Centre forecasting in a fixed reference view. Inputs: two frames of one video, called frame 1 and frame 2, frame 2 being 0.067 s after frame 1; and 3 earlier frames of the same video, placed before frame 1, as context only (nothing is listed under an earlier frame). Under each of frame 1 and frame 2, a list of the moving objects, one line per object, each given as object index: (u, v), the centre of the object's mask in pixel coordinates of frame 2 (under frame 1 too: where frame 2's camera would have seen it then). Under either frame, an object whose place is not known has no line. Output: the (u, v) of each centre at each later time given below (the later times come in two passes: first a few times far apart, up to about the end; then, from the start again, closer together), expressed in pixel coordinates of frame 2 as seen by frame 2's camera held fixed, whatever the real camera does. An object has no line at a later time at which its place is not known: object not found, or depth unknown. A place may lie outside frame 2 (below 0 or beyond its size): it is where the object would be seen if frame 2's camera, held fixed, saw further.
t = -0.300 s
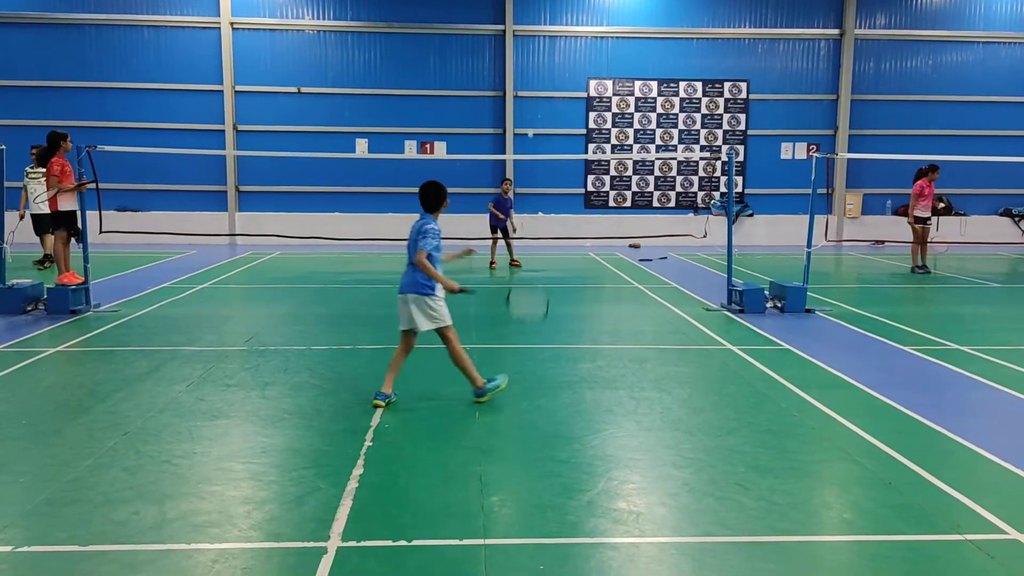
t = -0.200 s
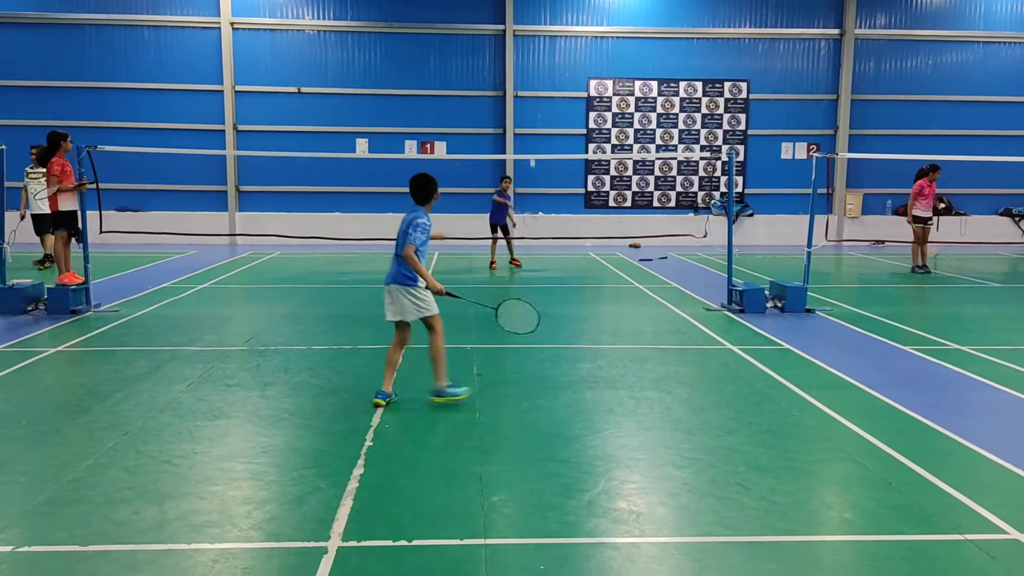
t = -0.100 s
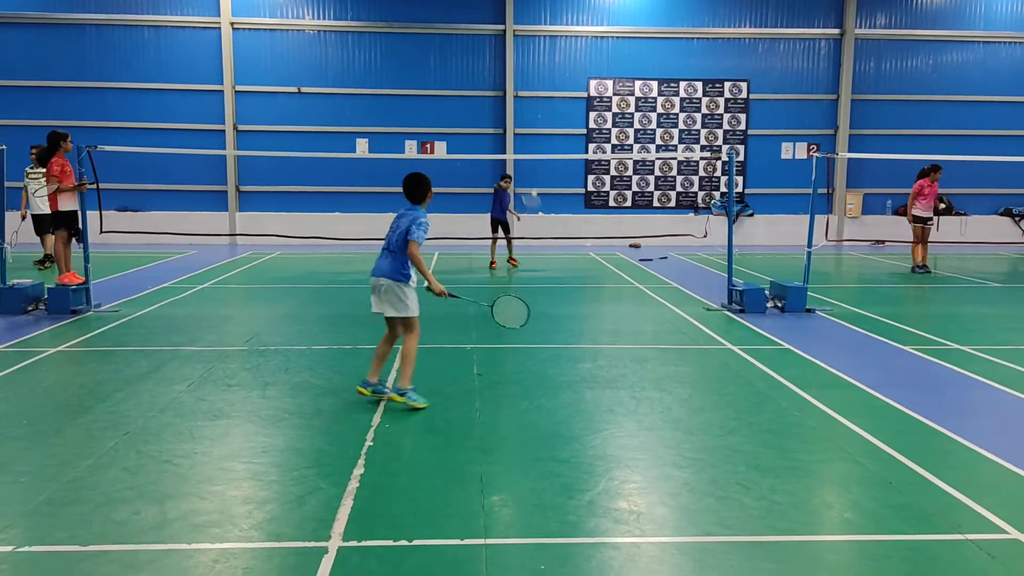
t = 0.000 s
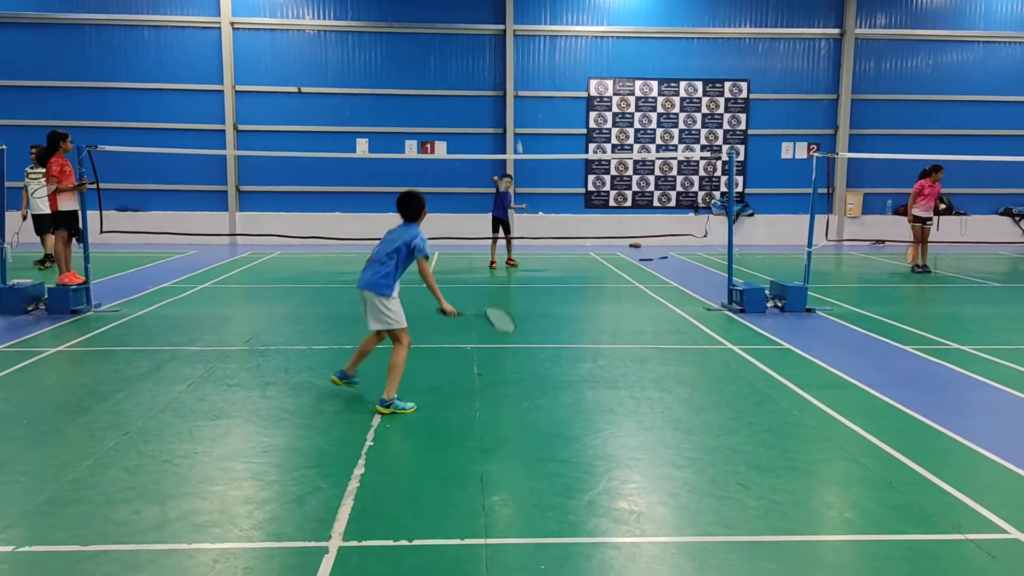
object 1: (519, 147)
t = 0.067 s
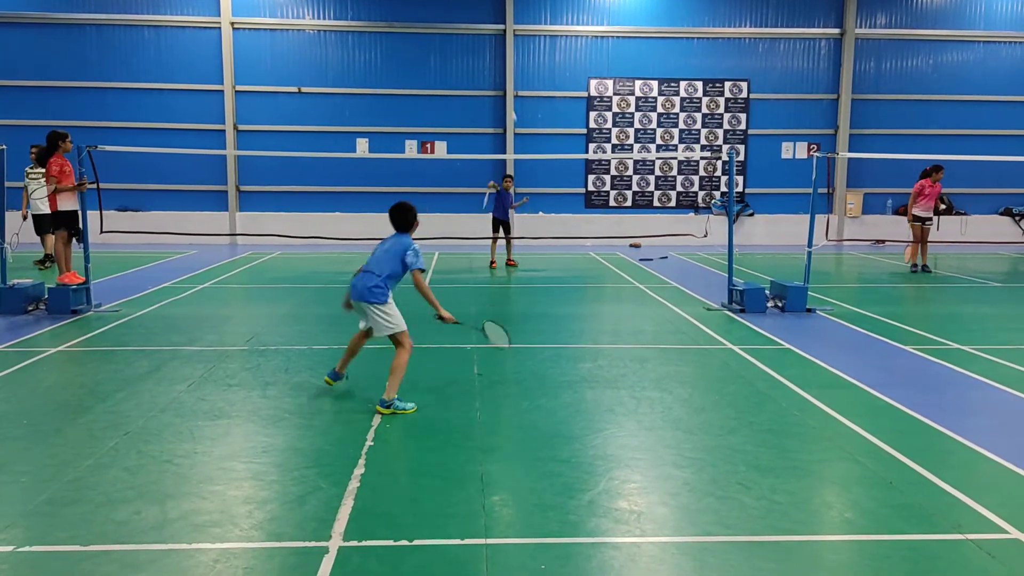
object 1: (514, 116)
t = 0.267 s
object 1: (489, 60)
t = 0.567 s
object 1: (455, 43)
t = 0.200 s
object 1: (496, 75)
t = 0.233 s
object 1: (493, 67)
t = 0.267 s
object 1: (489, 60)
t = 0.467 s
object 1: (466, 39)
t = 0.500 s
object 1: (463, 39)
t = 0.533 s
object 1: (459, 41)
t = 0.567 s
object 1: (455, 43)
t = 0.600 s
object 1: (451, 47)
